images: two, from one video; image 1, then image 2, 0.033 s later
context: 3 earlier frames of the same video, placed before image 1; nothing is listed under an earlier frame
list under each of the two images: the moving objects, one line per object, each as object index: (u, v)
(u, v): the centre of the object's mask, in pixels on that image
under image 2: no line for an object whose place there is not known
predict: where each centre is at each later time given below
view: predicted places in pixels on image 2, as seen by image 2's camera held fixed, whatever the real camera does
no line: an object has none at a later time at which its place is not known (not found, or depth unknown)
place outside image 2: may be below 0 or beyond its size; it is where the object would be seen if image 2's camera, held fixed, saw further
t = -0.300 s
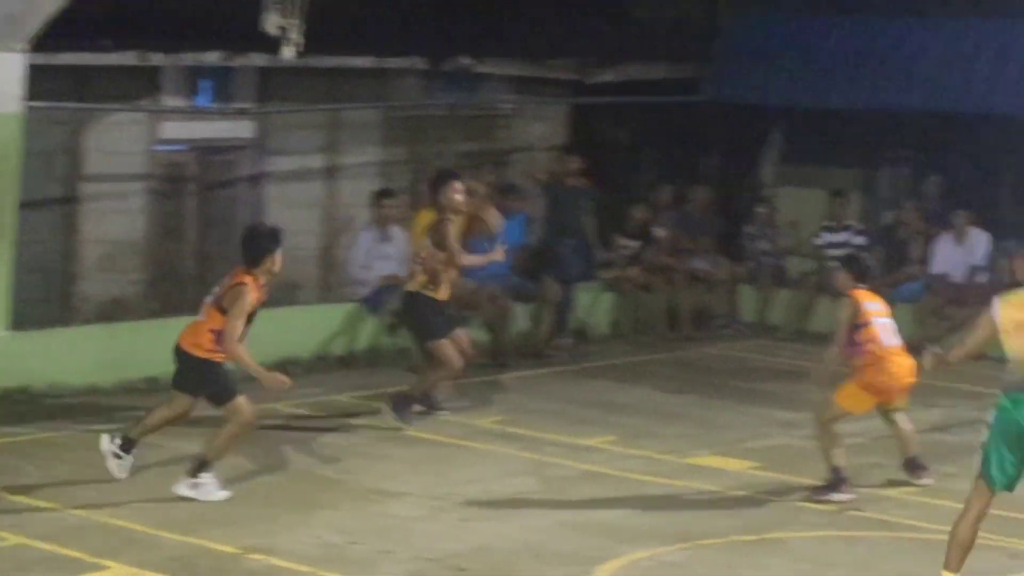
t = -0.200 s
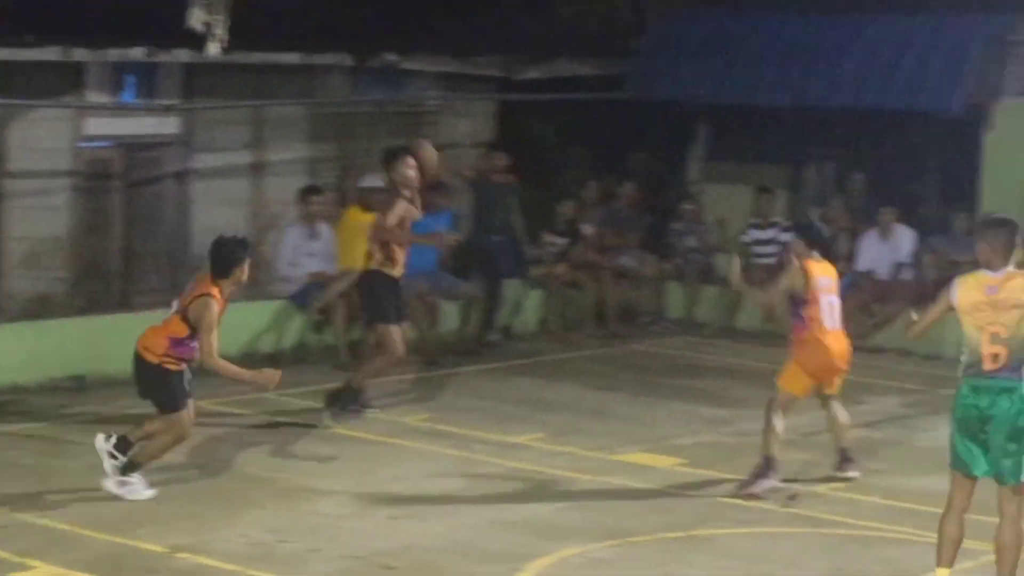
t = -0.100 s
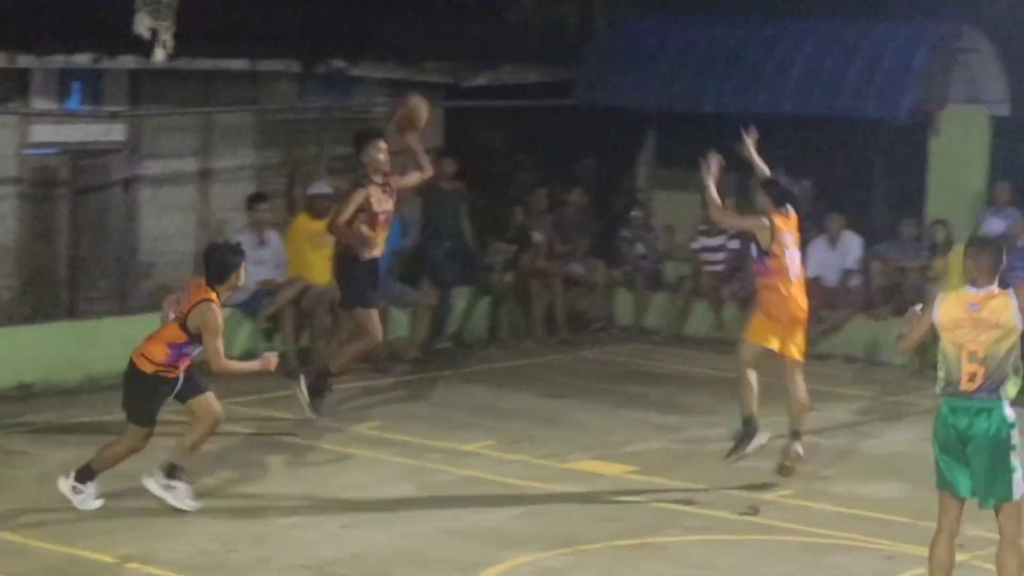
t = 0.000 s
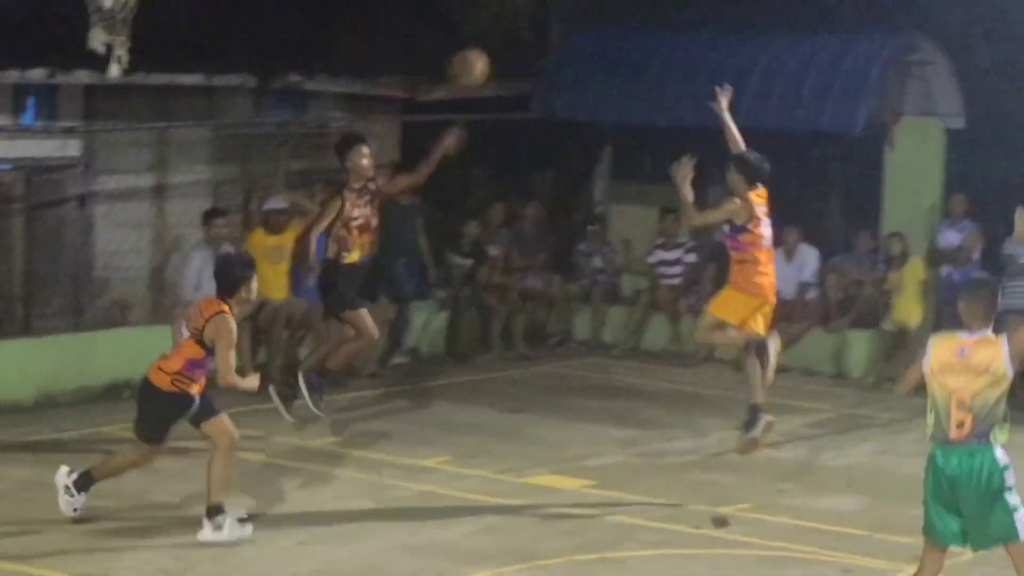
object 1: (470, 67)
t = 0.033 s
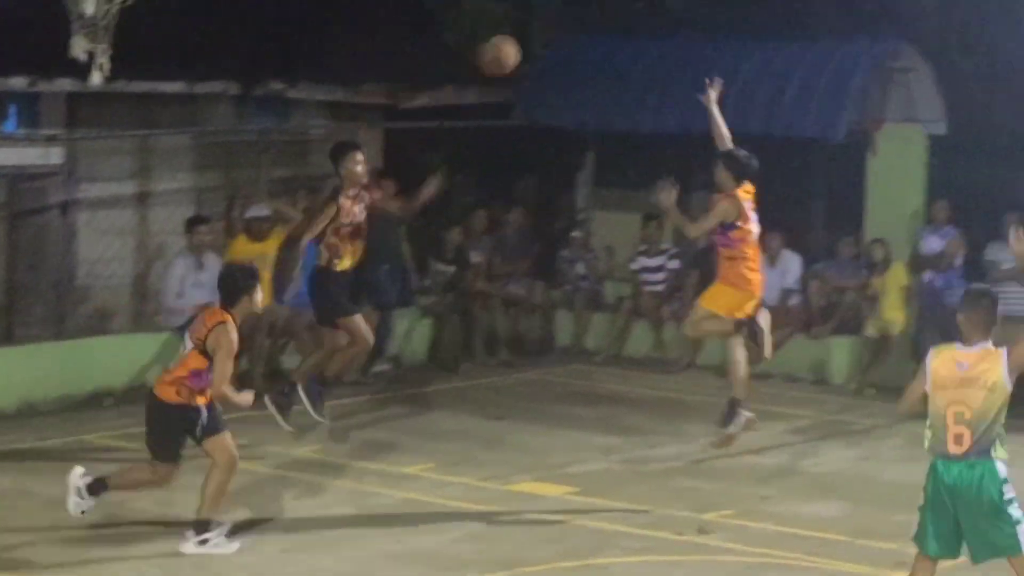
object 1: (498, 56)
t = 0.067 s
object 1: (524, 48)
